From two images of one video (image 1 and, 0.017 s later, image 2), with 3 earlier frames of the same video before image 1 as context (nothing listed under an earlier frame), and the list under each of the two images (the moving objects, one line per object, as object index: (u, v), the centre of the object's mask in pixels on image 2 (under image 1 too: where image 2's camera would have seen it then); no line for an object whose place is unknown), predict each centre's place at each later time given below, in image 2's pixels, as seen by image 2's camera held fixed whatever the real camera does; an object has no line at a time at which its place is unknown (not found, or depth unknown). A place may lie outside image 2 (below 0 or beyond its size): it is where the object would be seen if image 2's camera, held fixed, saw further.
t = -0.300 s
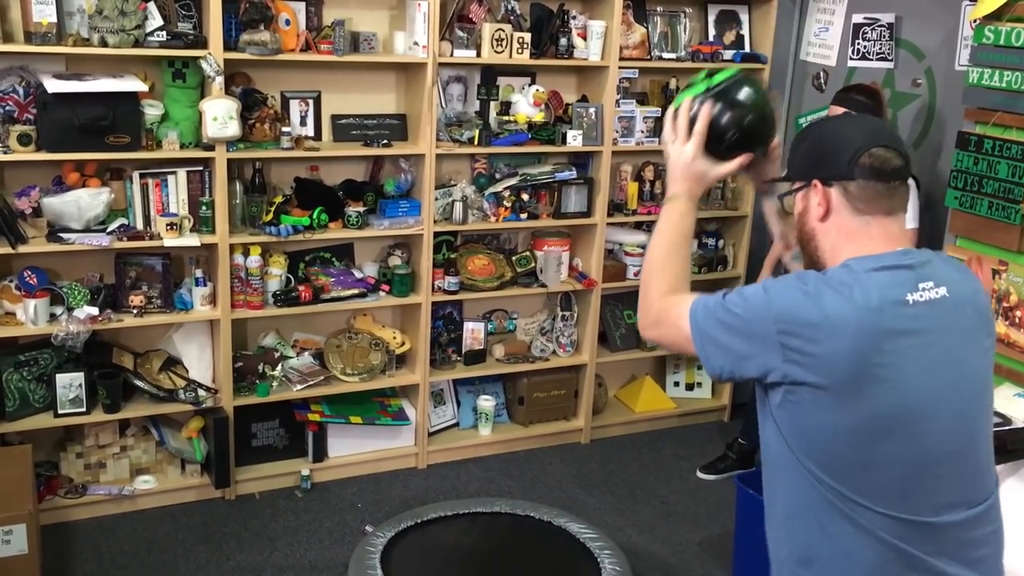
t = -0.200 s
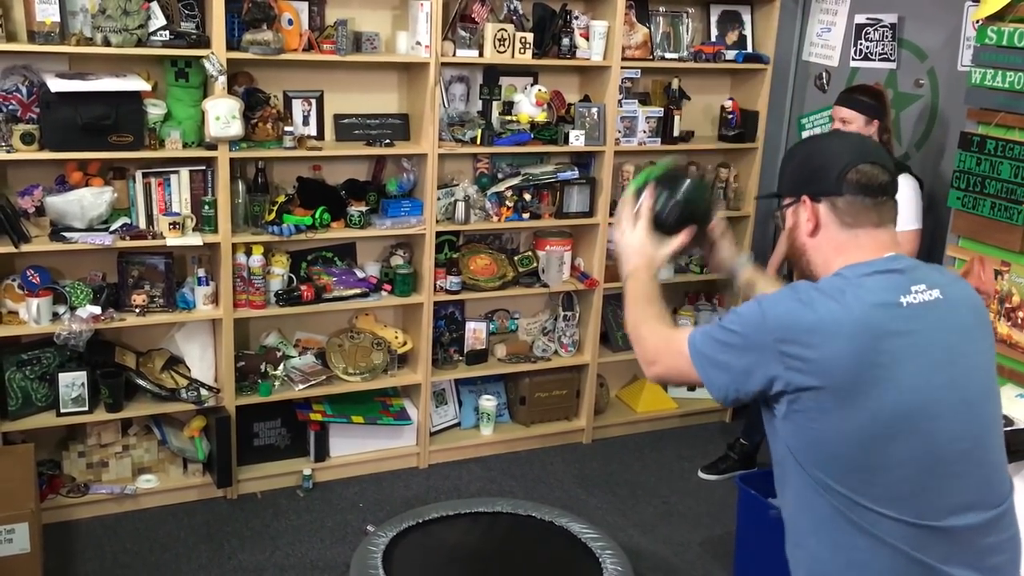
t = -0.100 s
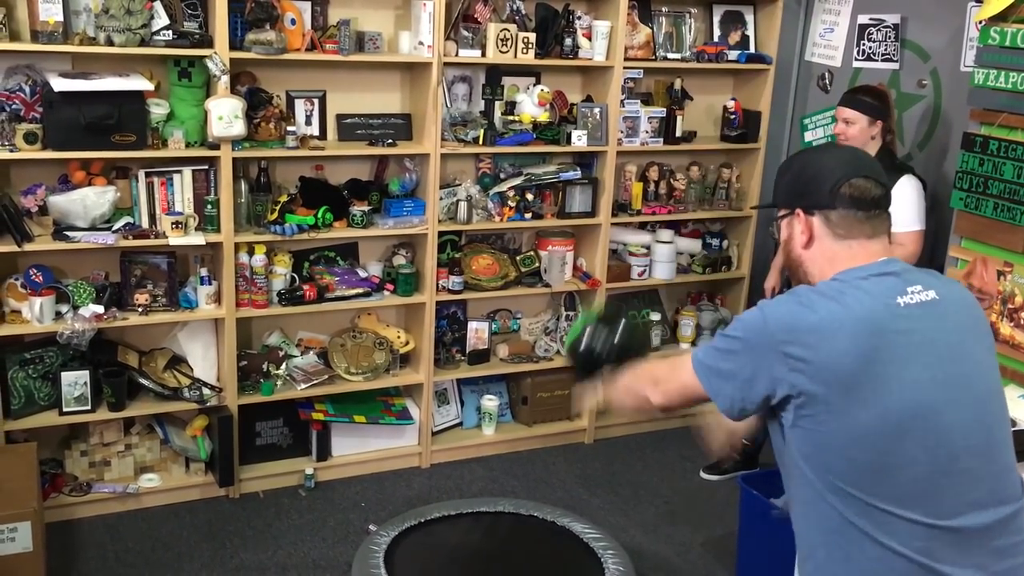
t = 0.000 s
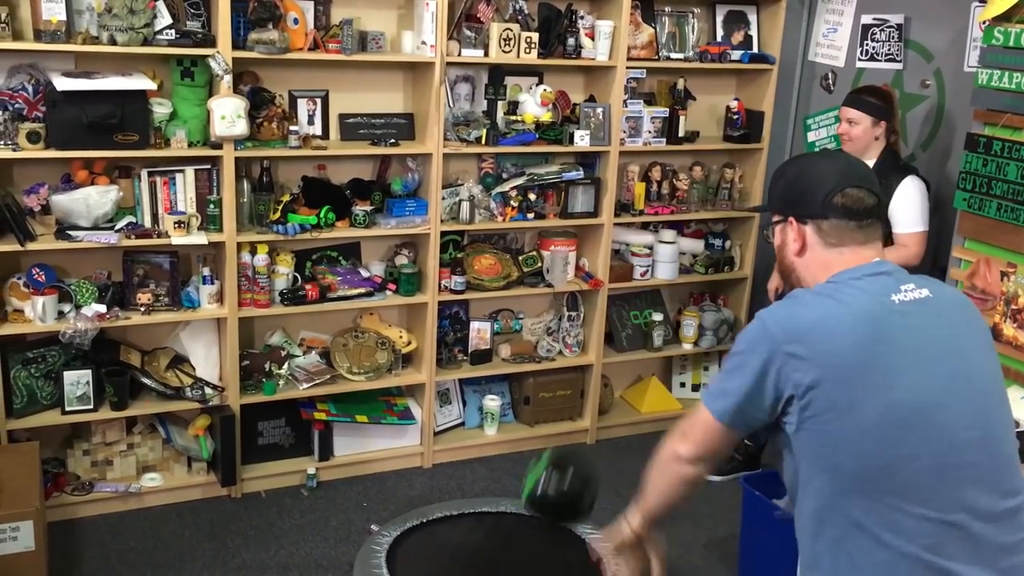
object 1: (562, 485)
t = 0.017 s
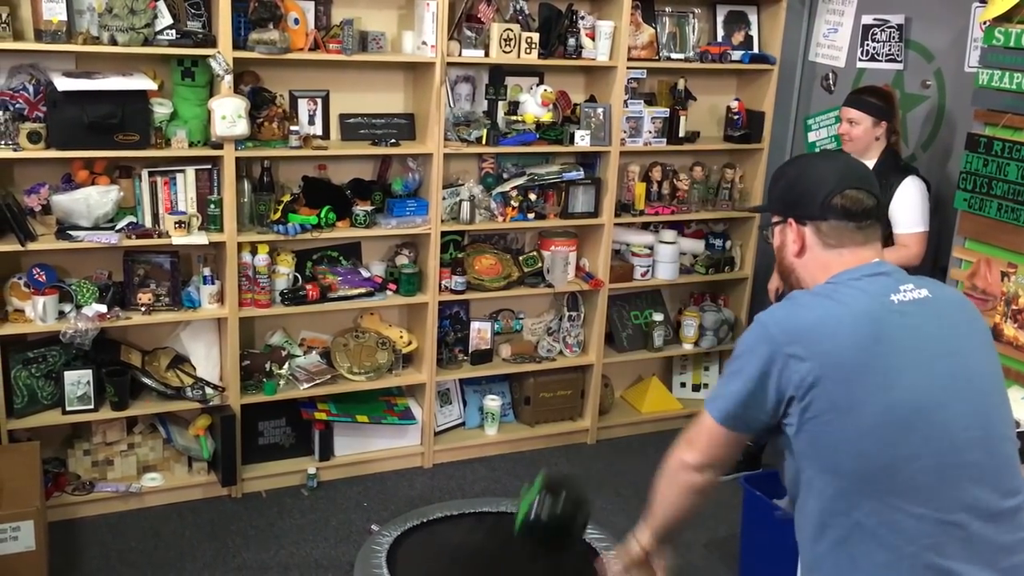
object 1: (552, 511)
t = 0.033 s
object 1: (543, 540)
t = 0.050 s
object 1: (527, 553)
